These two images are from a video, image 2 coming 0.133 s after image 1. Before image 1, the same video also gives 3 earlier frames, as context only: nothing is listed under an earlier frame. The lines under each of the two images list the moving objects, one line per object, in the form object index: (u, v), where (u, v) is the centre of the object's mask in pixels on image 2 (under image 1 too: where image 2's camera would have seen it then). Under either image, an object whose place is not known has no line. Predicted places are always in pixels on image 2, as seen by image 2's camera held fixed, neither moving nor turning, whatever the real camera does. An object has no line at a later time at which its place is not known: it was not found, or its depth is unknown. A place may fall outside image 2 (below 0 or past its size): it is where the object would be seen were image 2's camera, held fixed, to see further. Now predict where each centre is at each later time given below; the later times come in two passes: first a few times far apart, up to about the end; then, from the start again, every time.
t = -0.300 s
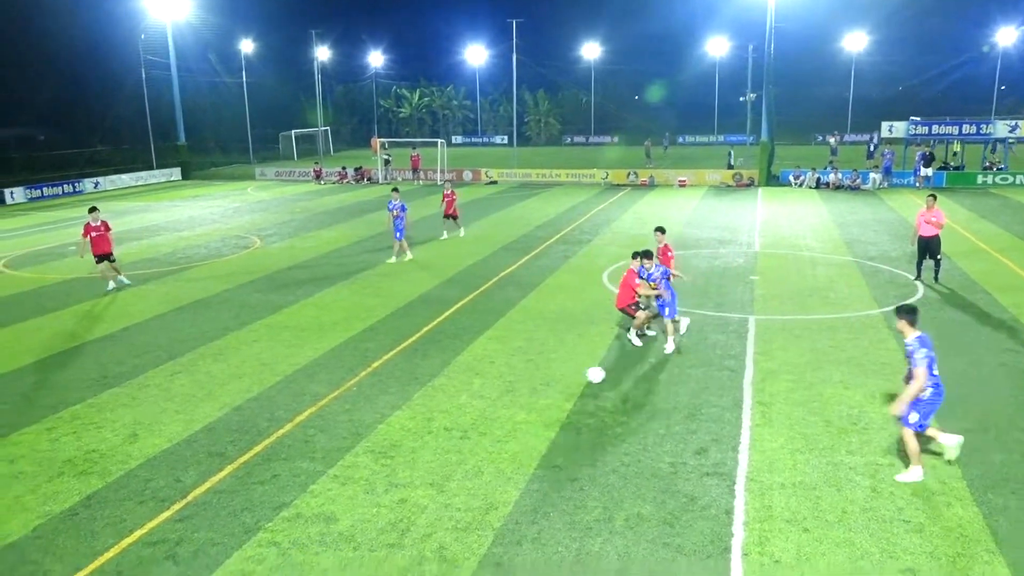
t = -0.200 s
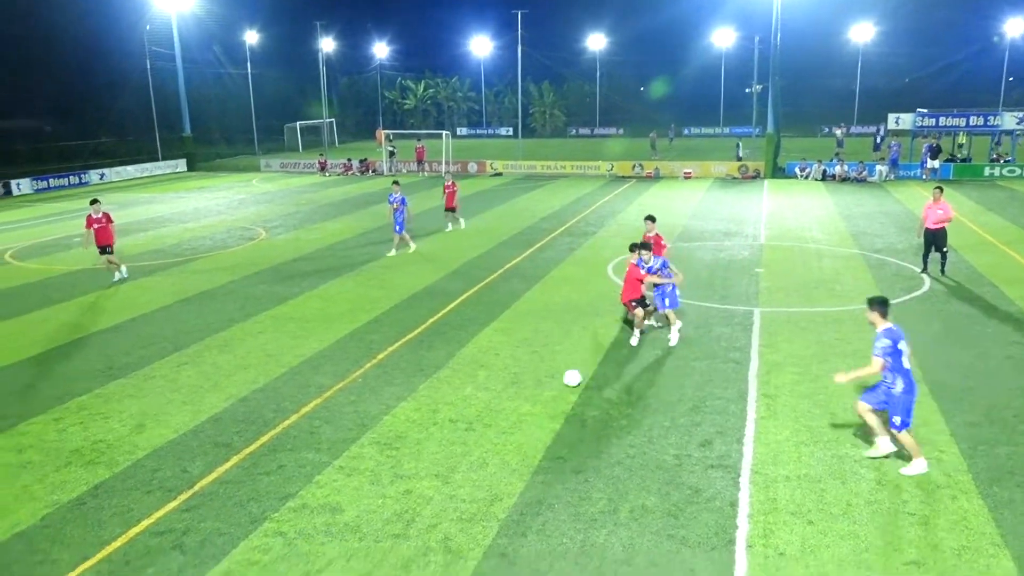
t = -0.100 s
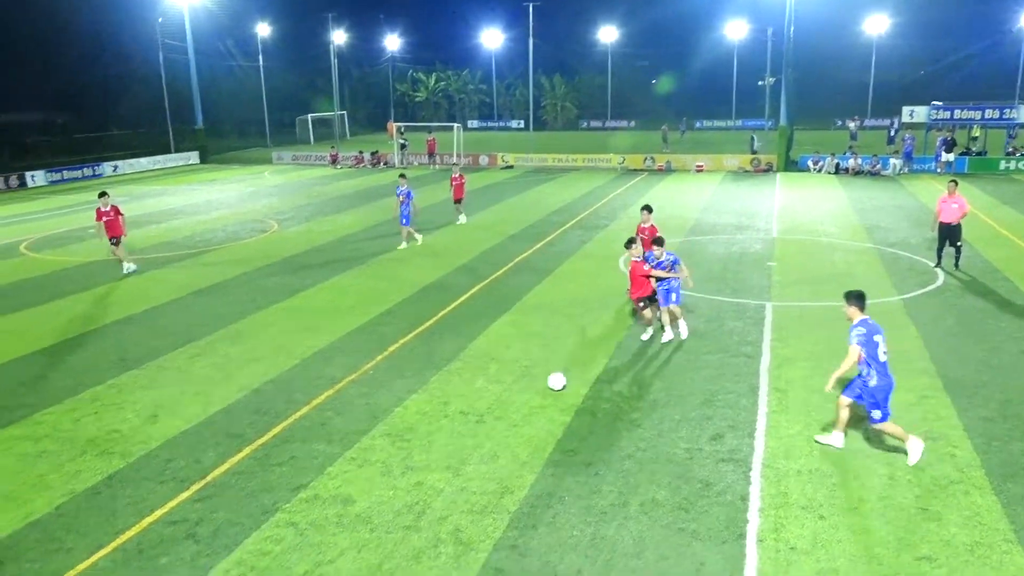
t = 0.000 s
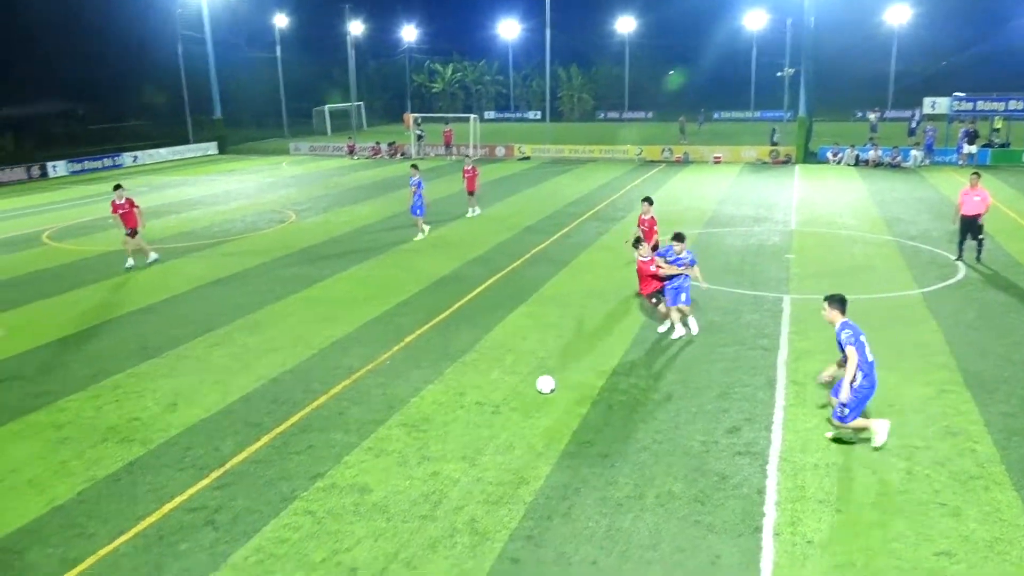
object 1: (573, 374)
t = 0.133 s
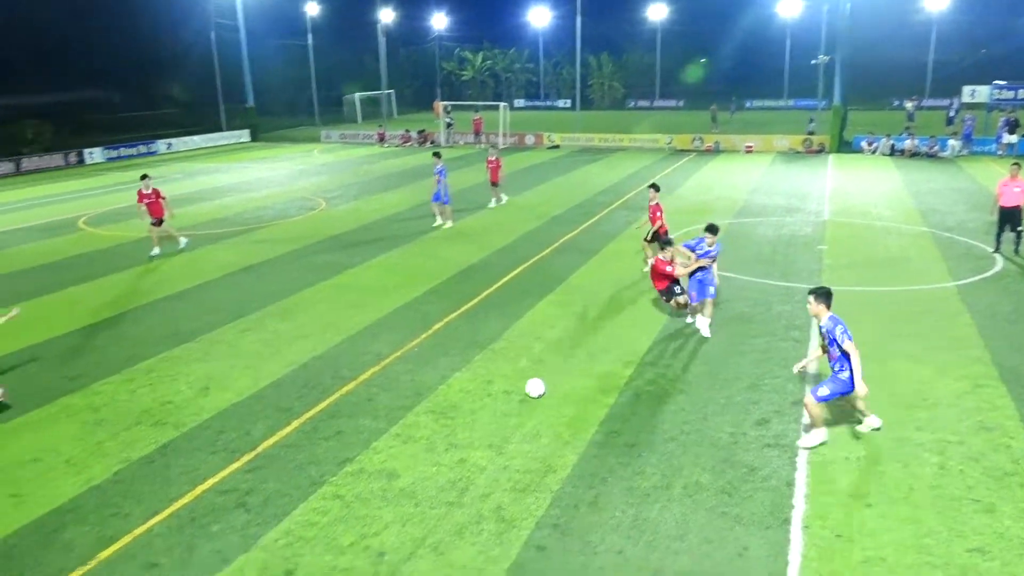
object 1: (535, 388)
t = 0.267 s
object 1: (495, 403)
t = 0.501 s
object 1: (417, 432)
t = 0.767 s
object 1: (315, 468)
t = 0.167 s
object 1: (525, 392)
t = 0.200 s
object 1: (515, 396)
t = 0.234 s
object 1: (505, 399)
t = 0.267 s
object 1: (495, 403)
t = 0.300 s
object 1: (484, 407)
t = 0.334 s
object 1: (473, 411)
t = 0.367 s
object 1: (463, 415)
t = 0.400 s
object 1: (452, 419)
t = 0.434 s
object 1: (440, 424)
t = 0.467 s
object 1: (429, 427)
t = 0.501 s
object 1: (417, 432)
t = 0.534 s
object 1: (405, 437)
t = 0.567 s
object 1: (393, 440)
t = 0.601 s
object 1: (381, 445)
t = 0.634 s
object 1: (368, 450)
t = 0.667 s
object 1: (355, 454)
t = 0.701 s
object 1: (342, 460)
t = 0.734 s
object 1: (329, 464)
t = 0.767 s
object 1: (315, 468)
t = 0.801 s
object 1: (302, 474)
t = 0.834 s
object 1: (287, 480)
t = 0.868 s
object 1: (273, 485)
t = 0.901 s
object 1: (259, 491)
